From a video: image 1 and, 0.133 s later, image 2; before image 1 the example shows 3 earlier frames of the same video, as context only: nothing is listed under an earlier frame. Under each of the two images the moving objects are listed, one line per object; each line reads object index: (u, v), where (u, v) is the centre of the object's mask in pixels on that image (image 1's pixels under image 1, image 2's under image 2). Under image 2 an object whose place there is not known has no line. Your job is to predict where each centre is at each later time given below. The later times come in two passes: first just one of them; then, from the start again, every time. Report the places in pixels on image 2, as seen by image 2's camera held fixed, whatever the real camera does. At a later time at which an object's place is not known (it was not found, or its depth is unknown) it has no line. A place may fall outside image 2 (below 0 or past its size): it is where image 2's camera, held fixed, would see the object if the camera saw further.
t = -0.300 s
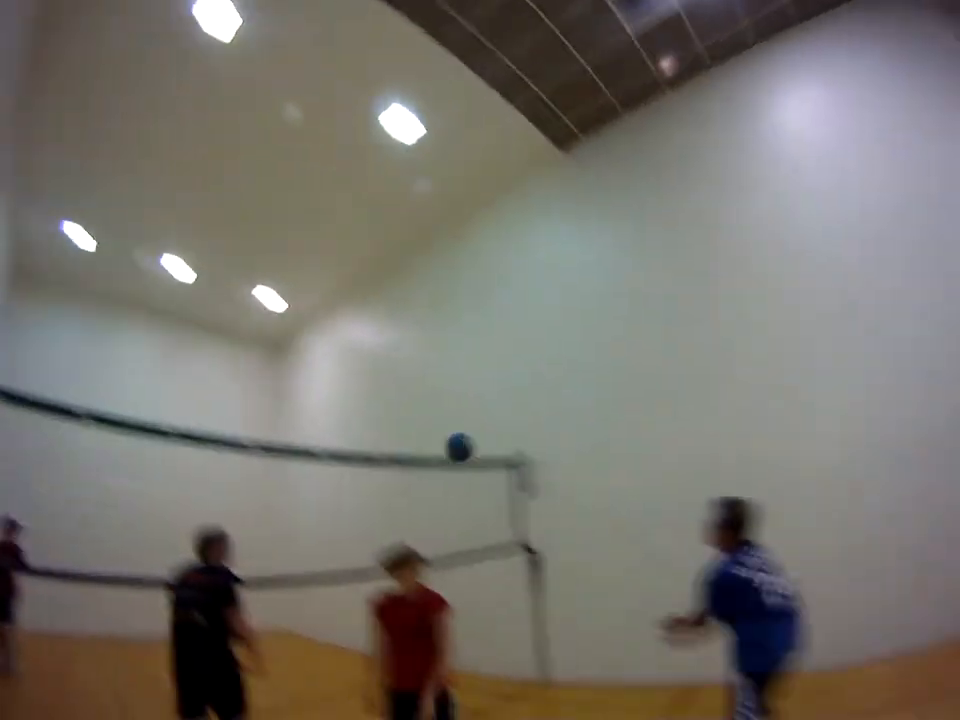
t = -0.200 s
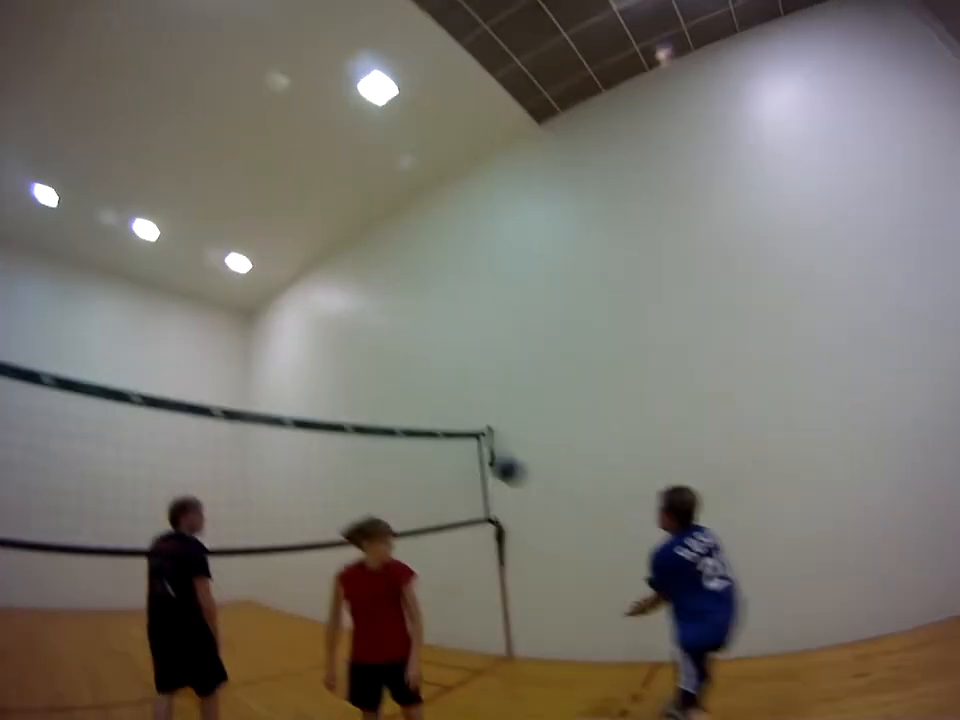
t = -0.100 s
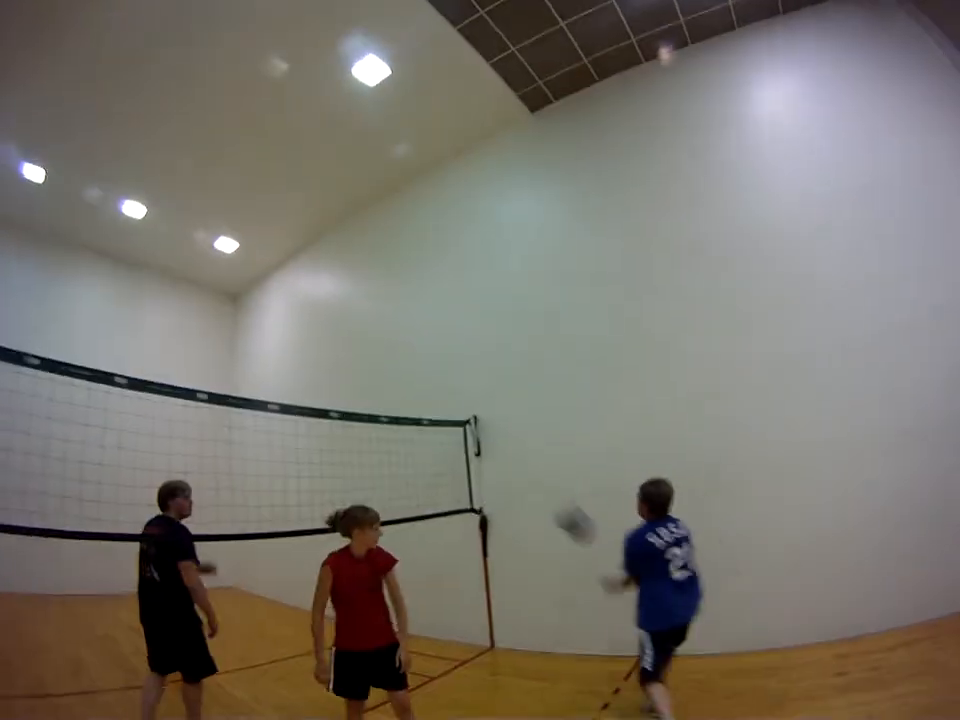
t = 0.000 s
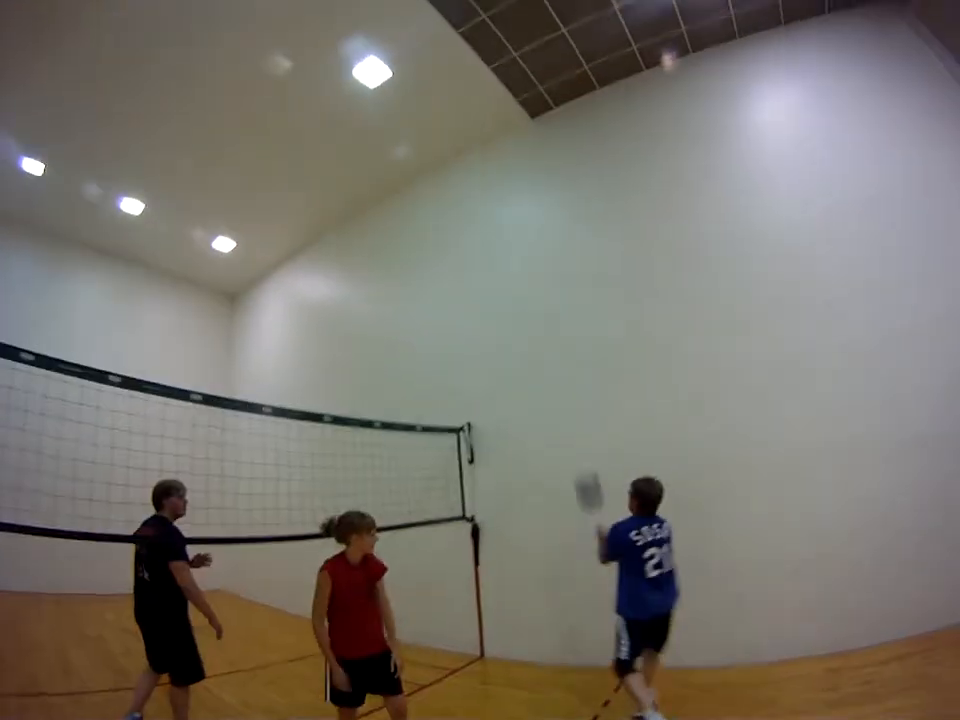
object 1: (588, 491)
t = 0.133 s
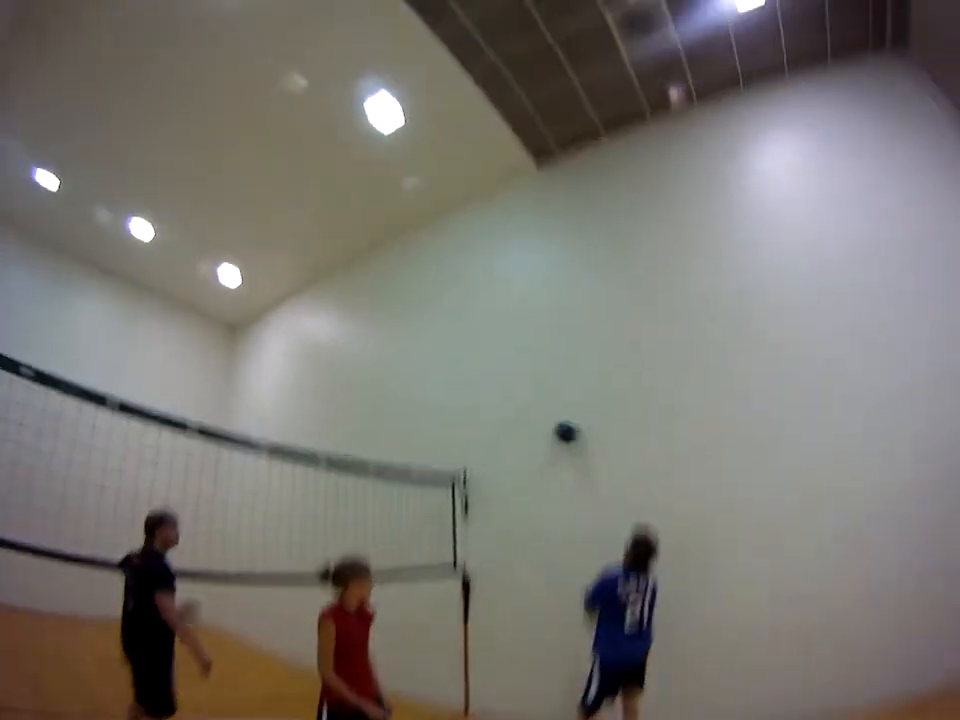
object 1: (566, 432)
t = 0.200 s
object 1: (543, 403)
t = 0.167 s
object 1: (555, 416)
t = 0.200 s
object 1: (543, 403)
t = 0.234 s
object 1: (531, 390)
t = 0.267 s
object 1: (521, 377)
